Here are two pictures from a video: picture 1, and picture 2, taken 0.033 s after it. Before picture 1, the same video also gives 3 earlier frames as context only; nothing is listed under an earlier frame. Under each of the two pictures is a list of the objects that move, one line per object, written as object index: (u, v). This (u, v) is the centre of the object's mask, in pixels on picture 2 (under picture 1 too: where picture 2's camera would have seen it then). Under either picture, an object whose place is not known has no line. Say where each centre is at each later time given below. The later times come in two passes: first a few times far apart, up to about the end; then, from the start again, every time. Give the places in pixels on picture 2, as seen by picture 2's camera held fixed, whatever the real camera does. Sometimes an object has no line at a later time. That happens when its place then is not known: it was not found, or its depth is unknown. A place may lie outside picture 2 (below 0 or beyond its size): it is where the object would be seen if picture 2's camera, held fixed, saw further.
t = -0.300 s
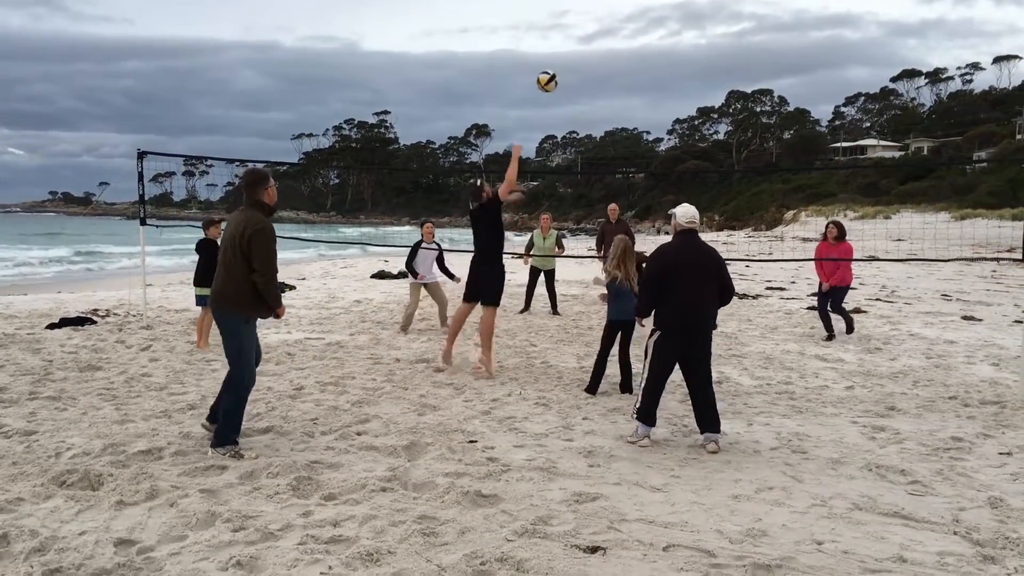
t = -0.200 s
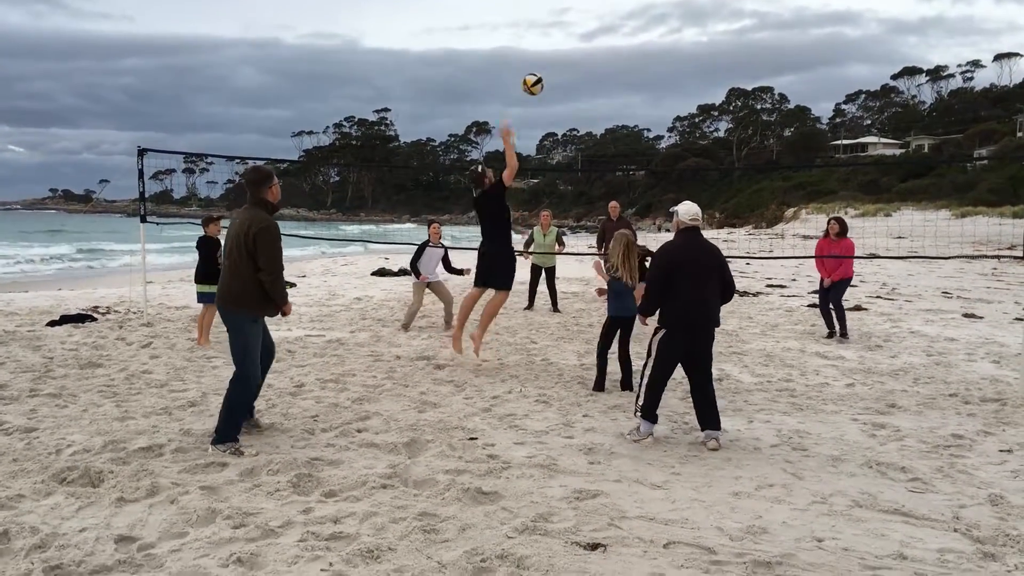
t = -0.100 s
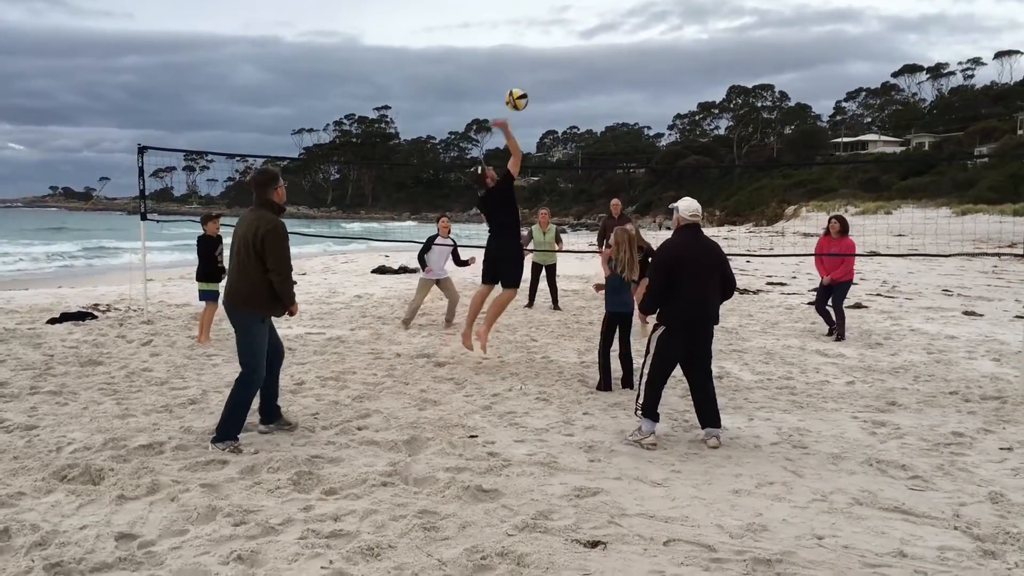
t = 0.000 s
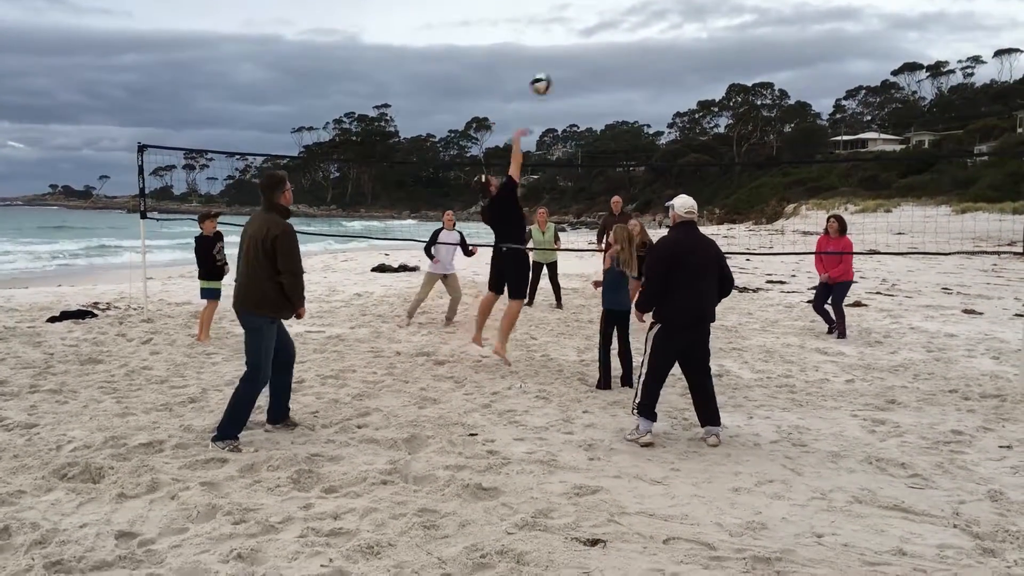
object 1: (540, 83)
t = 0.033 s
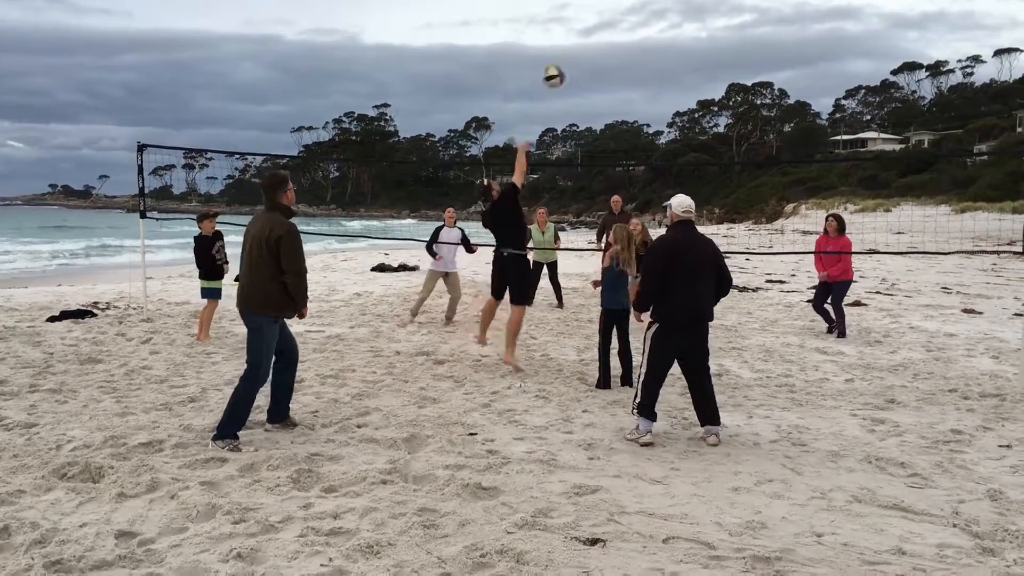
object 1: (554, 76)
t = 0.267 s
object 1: (635, 53)
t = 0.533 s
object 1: (702, 90)
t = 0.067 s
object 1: (567, 69)
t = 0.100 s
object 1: (580, 63)
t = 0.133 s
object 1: (592, 59)
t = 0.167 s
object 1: (604, 56)
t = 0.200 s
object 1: (615, 53)
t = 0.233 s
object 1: (626, 53)
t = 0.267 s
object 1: (635, 53)
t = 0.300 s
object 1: (645, 54)
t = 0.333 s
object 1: (654, 56)
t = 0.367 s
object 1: (663, 60)
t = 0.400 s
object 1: (672, 64)
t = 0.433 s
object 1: (679, 69)
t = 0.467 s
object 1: (688, 75)
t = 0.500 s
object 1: (695, 82)
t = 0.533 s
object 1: (702, 90)
